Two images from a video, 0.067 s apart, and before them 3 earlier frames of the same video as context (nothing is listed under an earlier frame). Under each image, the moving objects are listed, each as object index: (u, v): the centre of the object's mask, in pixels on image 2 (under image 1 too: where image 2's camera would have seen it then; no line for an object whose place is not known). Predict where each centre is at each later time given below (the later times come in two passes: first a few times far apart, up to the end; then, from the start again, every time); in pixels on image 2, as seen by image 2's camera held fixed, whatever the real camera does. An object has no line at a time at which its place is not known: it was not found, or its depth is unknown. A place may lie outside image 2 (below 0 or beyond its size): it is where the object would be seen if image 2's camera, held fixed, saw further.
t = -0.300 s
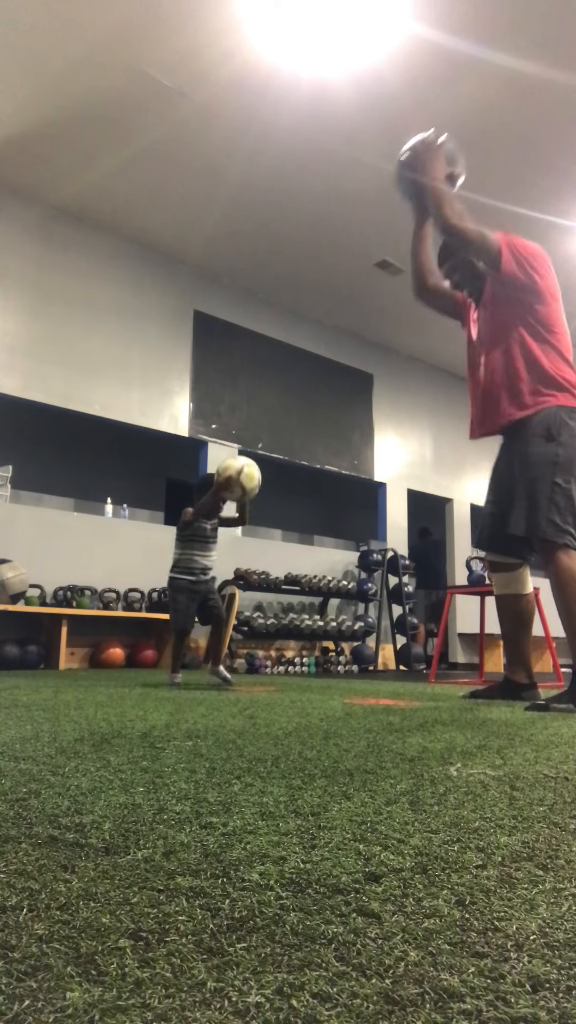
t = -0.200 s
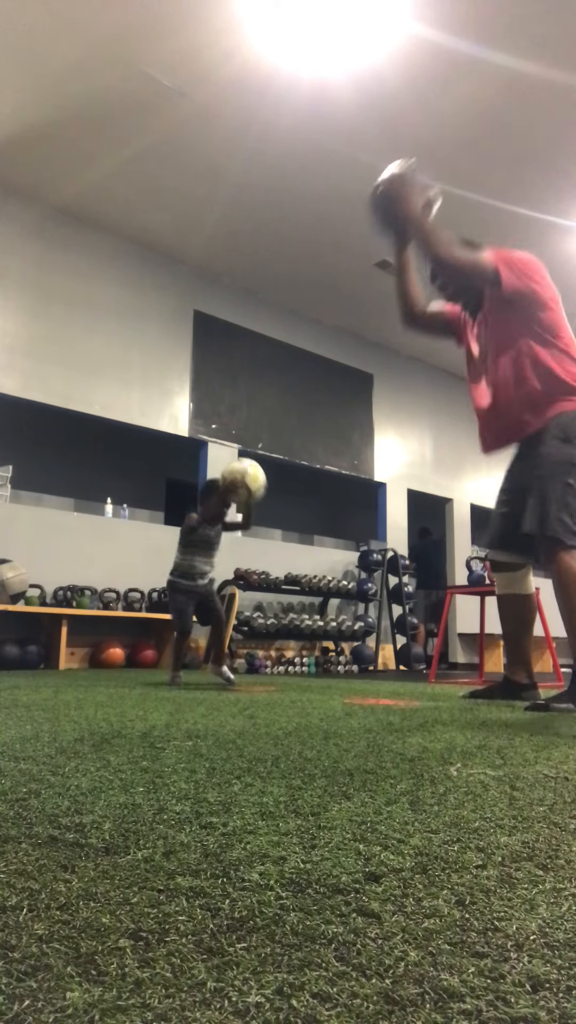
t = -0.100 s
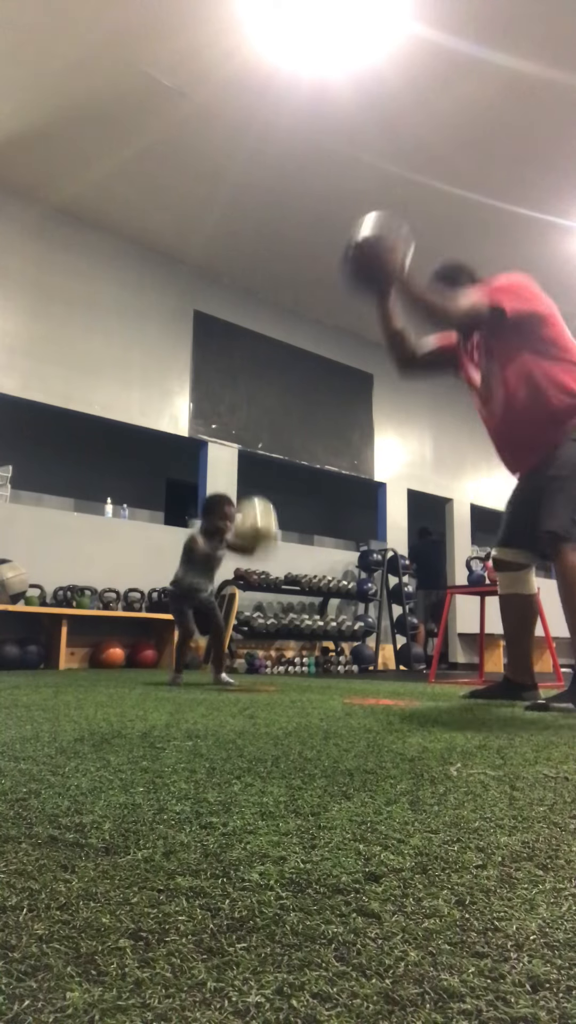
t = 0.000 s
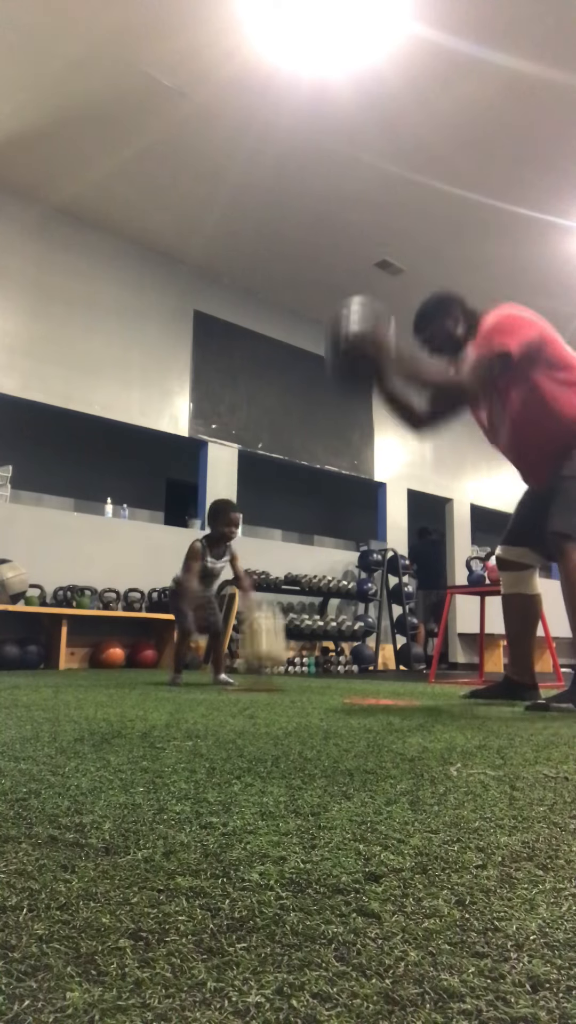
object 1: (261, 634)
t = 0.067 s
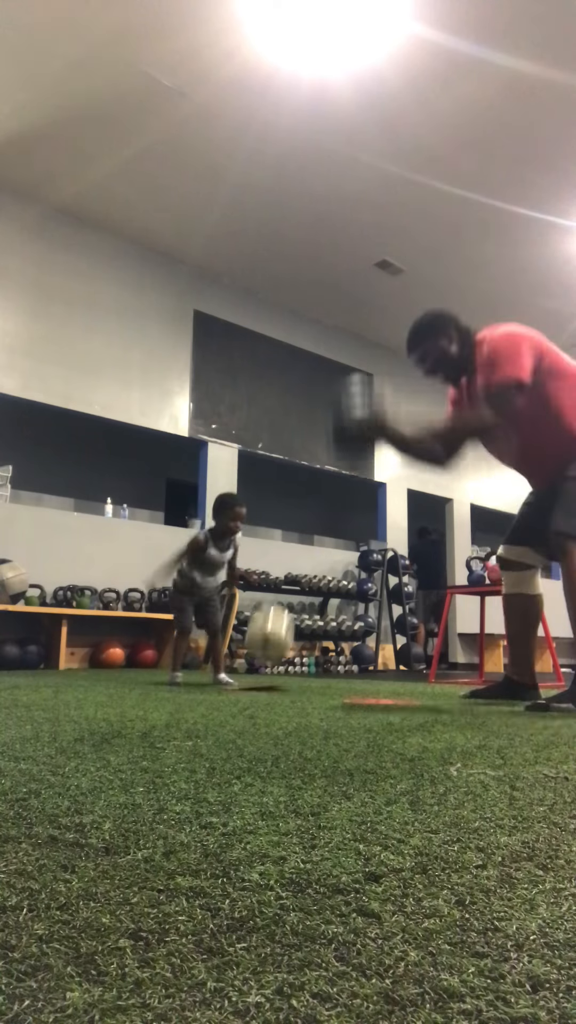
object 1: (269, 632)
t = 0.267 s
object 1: (296, 532)
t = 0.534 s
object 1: (327, 538)
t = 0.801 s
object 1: (360, 646)
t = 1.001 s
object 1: (386, 605)
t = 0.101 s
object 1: (274, 612)
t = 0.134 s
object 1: (279, 588)
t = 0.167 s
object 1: (283, 571)
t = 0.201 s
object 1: (287, 555)
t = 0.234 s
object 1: (292, 543)
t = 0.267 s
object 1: (296, 532)
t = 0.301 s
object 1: (300, 525)
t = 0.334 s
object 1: (303, 521)
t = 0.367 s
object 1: (308, 518)
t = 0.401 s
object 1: (311, 518)
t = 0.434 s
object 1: (315, 520)
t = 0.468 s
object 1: (319, 523)
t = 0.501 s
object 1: (323, 530)
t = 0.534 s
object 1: (327, 538)
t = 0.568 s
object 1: (331, 551)
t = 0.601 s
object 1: (335, 569)
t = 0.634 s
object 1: (340, 584)
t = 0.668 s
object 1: (343, 605)
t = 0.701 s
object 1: (349, 628)
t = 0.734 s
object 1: (352, 653)
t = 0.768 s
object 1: (356, 664)
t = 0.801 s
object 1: (360, 646)
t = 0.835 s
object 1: (365, 634)
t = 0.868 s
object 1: (368, 622)
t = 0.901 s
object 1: (372, 614)
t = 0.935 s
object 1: (377, 608)
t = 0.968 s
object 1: (382, 605)
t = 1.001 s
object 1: (386, 605)
